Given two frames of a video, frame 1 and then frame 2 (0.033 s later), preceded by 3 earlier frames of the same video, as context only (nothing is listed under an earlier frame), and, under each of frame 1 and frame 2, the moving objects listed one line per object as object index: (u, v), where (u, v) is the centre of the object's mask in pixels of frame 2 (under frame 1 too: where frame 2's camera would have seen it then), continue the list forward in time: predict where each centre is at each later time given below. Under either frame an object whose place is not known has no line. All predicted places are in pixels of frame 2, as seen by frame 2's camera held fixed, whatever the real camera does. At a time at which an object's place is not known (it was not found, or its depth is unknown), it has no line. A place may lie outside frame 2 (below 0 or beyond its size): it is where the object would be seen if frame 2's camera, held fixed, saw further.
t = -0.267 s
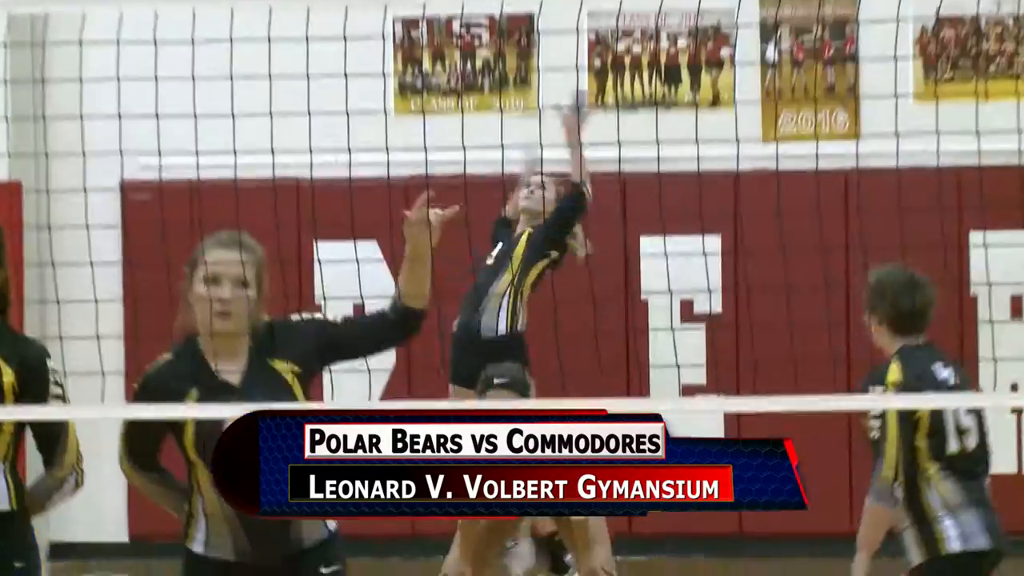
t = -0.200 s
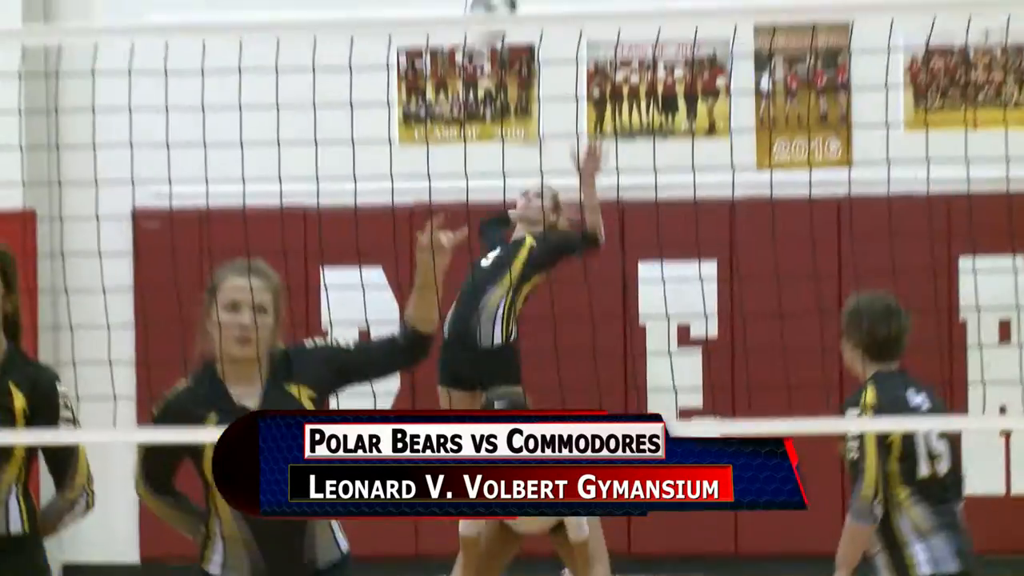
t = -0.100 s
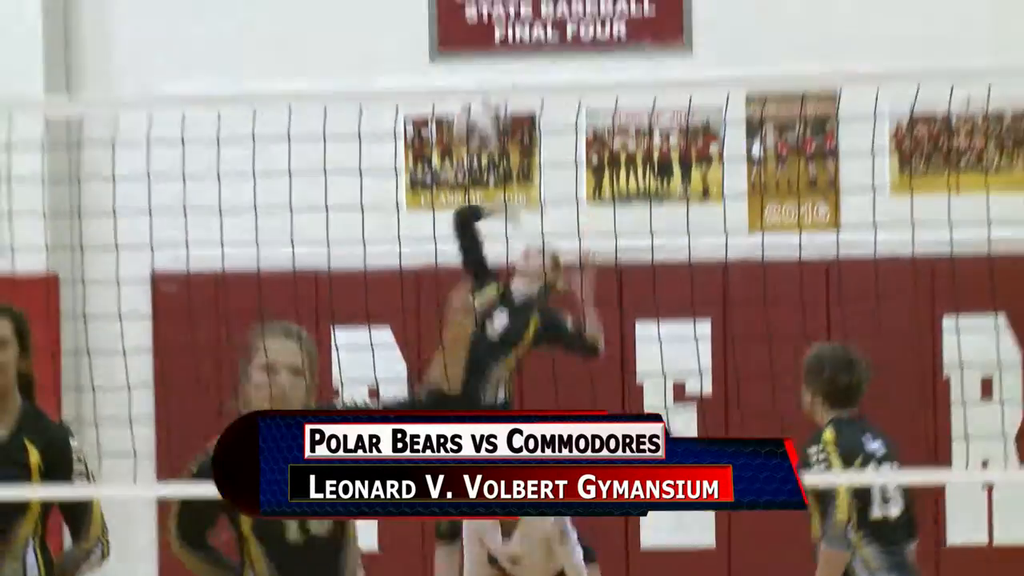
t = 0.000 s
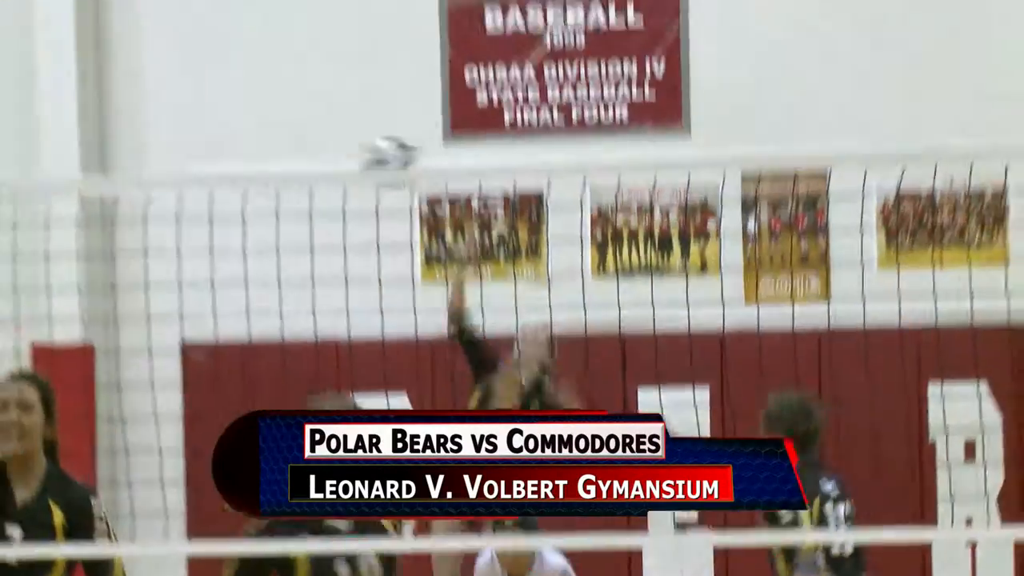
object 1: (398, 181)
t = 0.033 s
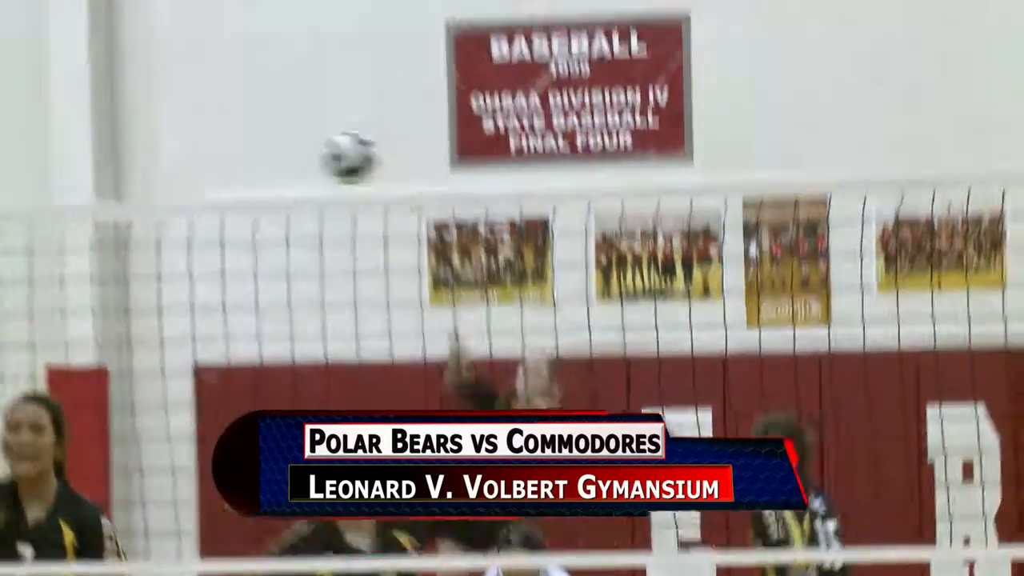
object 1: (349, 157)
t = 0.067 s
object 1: (299, 129)
